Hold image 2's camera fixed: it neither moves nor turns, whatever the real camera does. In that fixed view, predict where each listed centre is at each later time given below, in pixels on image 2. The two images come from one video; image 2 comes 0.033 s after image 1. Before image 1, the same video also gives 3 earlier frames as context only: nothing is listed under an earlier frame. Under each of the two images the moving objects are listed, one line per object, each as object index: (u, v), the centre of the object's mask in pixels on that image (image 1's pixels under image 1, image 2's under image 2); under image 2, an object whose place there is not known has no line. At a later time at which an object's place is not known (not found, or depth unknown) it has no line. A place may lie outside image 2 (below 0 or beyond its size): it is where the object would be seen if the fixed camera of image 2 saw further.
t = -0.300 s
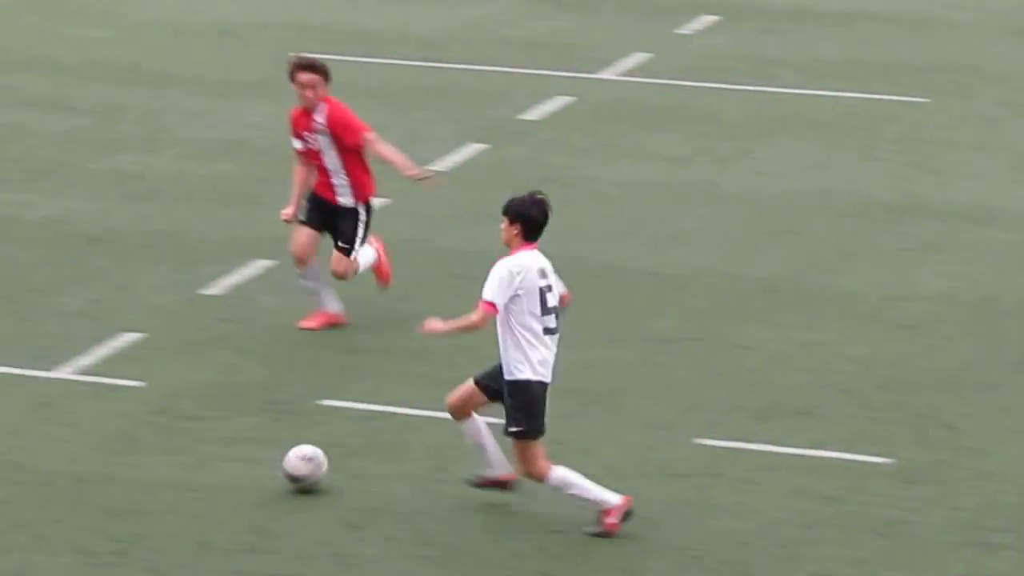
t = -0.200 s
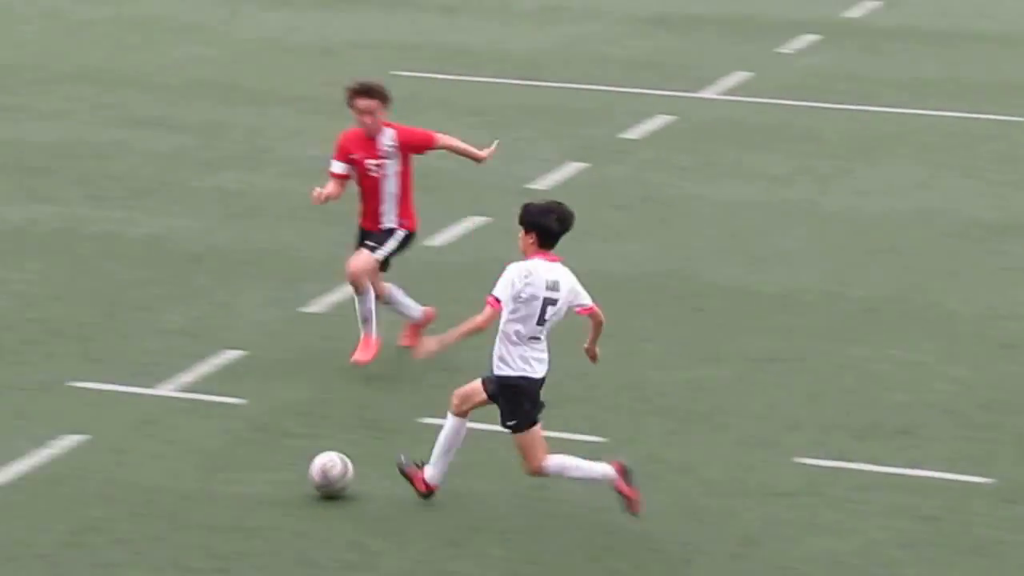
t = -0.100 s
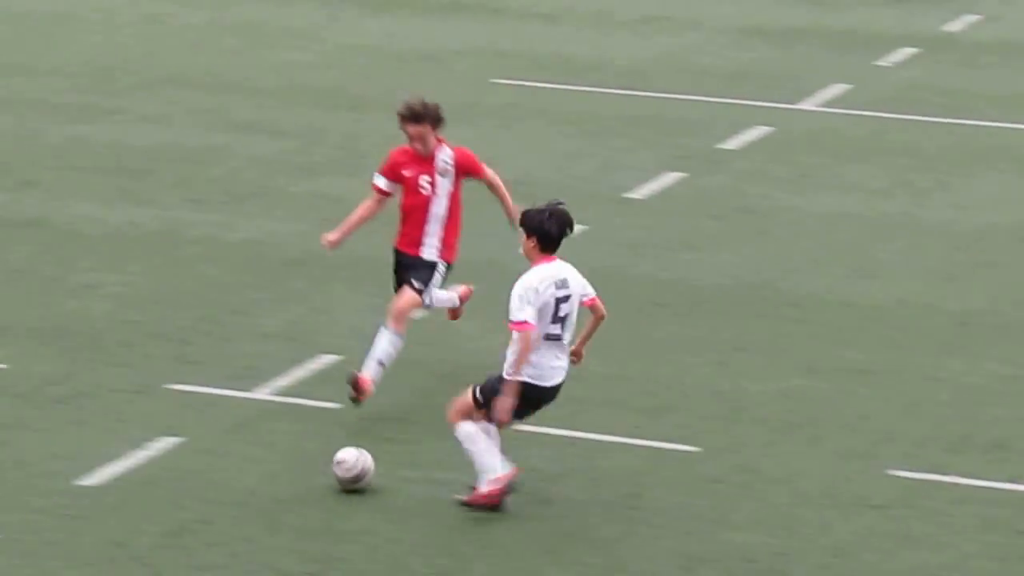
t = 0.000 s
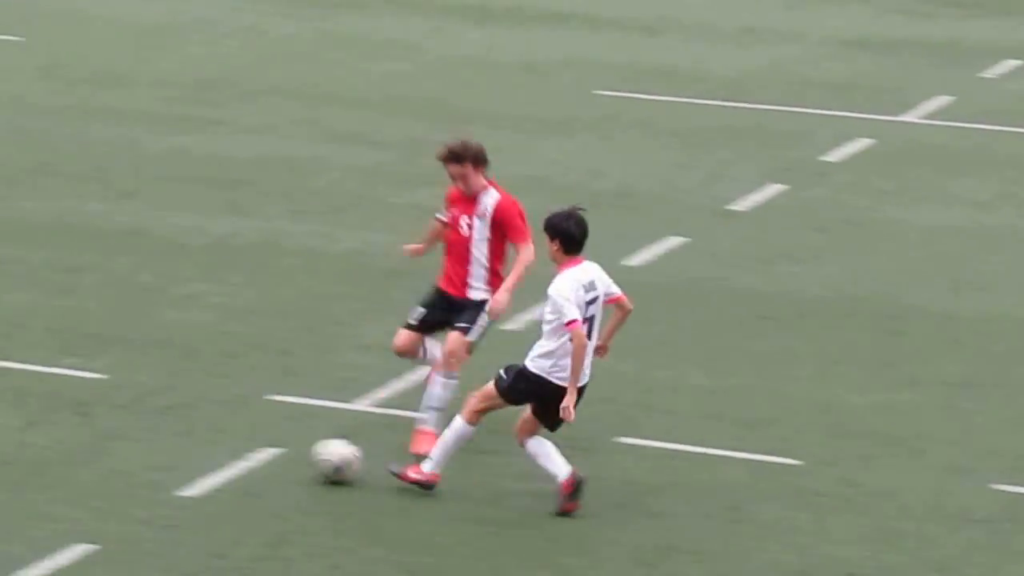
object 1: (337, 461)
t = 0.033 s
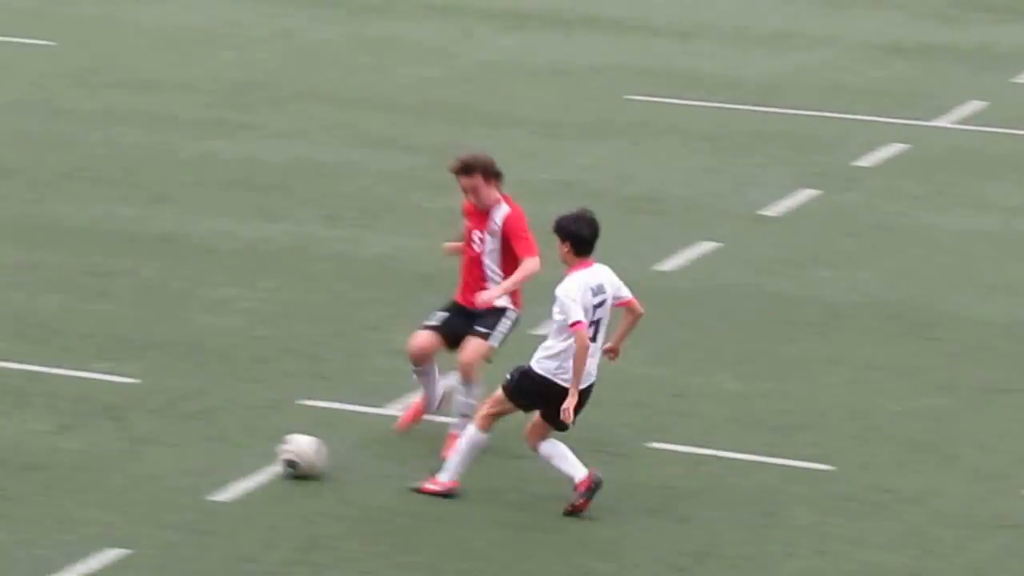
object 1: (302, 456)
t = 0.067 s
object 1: (239, 444)
